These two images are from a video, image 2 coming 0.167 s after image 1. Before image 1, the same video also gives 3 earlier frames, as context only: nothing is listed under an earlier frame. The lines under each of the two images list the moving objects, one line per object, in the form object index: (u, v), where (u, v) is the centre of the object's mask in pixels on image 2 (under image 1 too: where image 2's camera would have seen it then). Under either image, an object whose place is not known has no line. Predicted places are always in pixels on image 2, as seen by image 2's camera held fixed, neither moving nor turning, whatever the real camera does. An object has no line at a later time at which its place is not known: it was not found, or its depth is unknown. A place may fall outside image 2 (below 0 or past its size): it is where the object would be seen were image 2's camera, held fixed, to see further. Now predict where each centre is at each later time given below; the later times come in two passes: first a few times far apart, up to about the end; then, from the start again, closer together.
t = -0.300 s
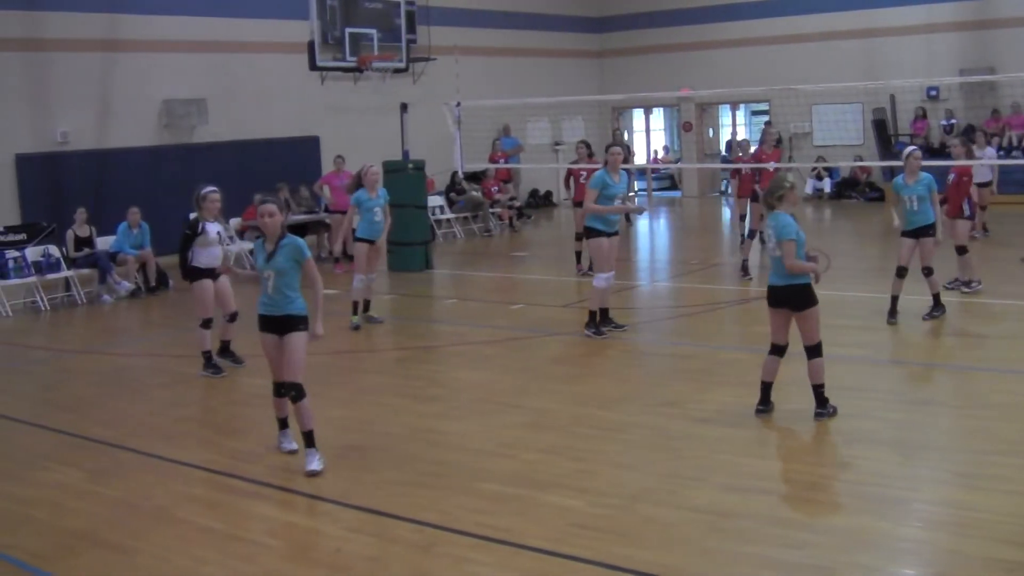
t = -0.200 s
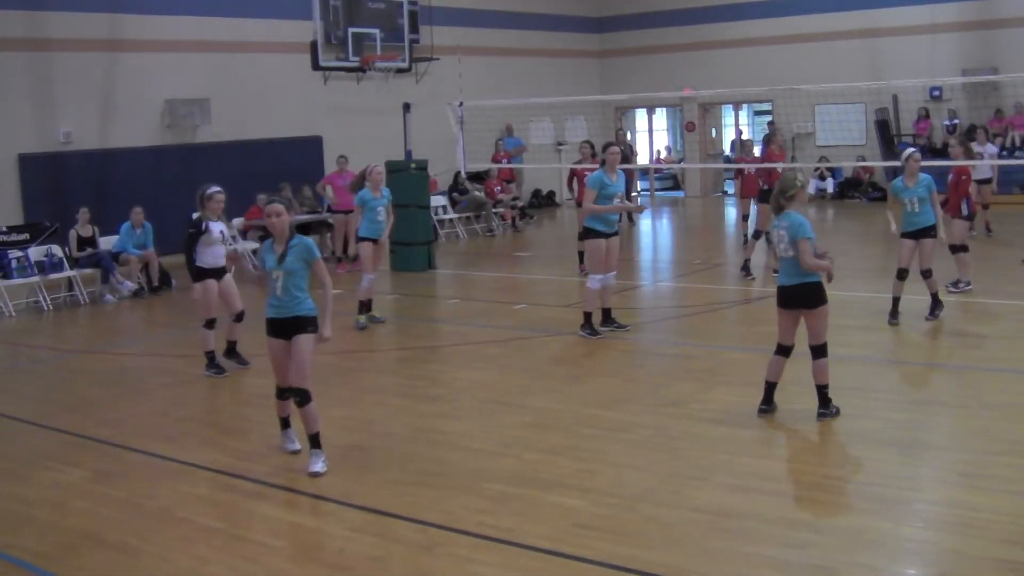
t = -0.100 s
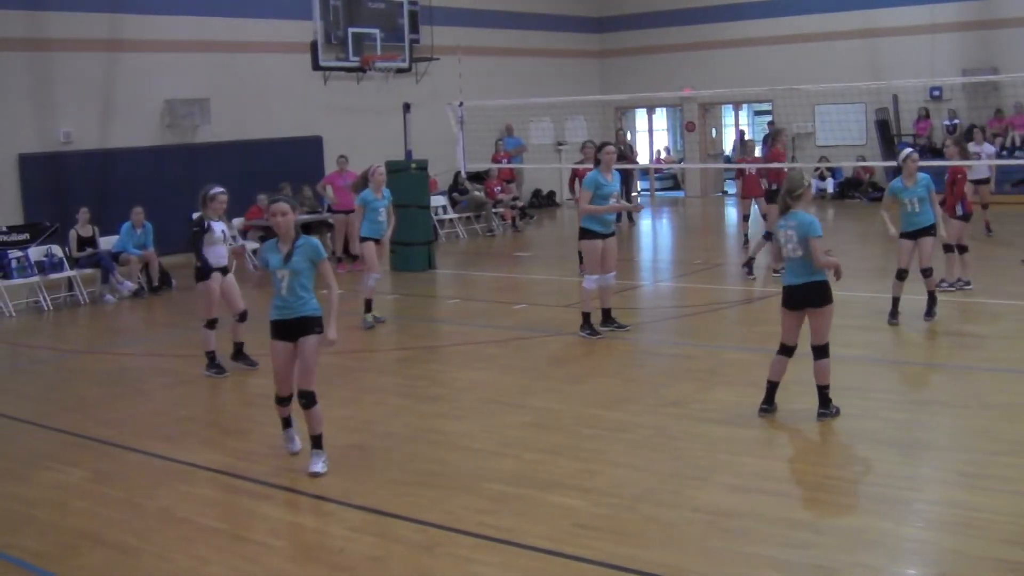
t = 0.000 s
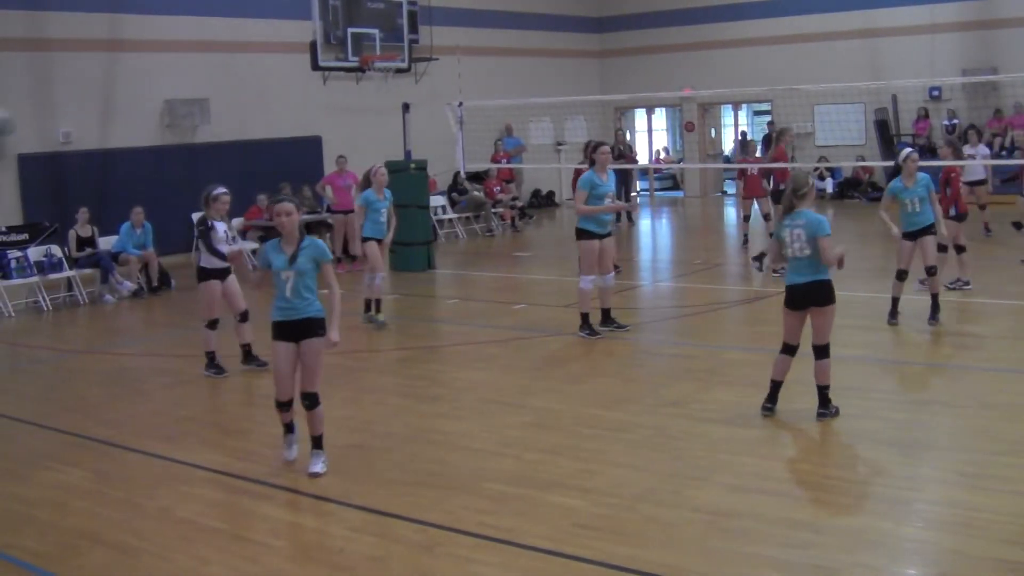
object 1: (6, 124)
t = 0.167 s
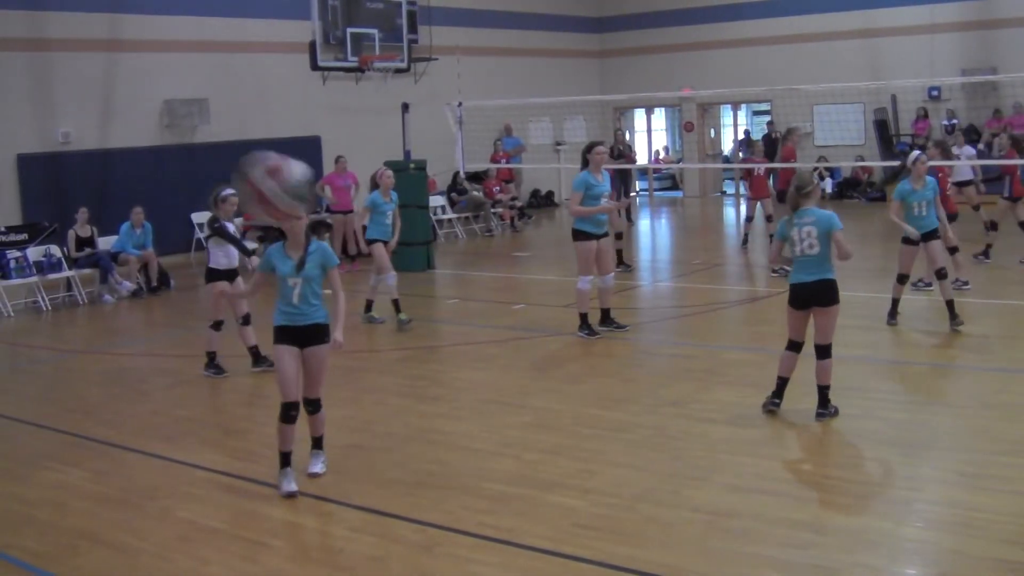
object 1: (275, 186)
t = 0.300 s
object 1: (462, 269)
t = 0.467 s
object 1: (629, 404)
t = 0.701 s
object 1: (735, 439)
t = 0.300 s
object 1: (462, 269)
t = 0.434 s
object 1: (591, 378)
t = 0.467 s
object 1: (629, 404)
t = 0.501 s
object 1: (645, 436)
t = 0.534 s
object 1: (669, 466)
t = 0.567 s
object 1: (691, 494)
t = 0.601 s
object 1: (713, 528)
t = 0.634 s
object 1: (722, 506)
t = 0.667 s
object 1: (728, 472)
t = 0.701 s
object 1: (735, 439)
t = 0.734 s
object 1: (741, 412)
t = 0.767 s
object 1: (748, 384)
